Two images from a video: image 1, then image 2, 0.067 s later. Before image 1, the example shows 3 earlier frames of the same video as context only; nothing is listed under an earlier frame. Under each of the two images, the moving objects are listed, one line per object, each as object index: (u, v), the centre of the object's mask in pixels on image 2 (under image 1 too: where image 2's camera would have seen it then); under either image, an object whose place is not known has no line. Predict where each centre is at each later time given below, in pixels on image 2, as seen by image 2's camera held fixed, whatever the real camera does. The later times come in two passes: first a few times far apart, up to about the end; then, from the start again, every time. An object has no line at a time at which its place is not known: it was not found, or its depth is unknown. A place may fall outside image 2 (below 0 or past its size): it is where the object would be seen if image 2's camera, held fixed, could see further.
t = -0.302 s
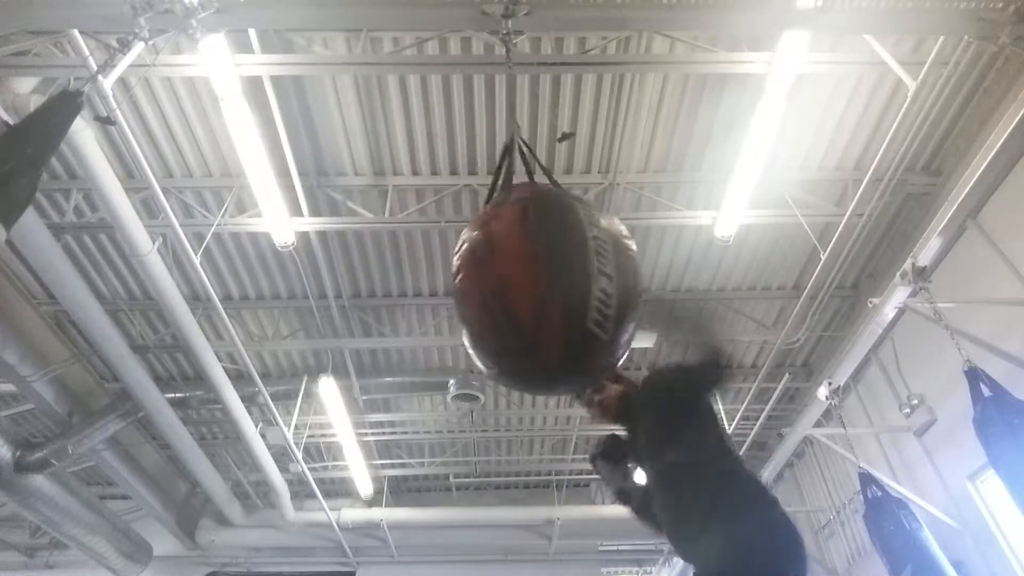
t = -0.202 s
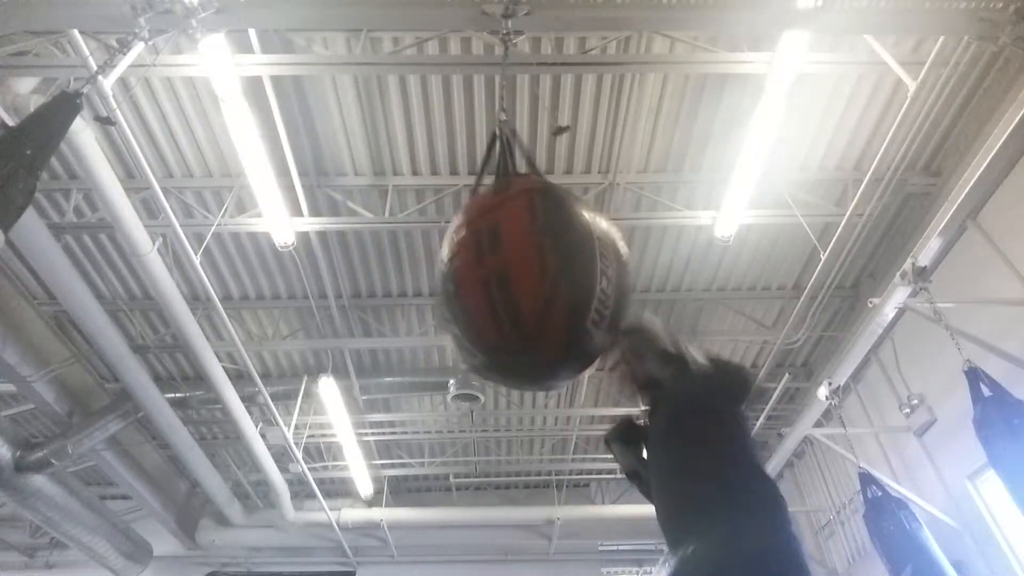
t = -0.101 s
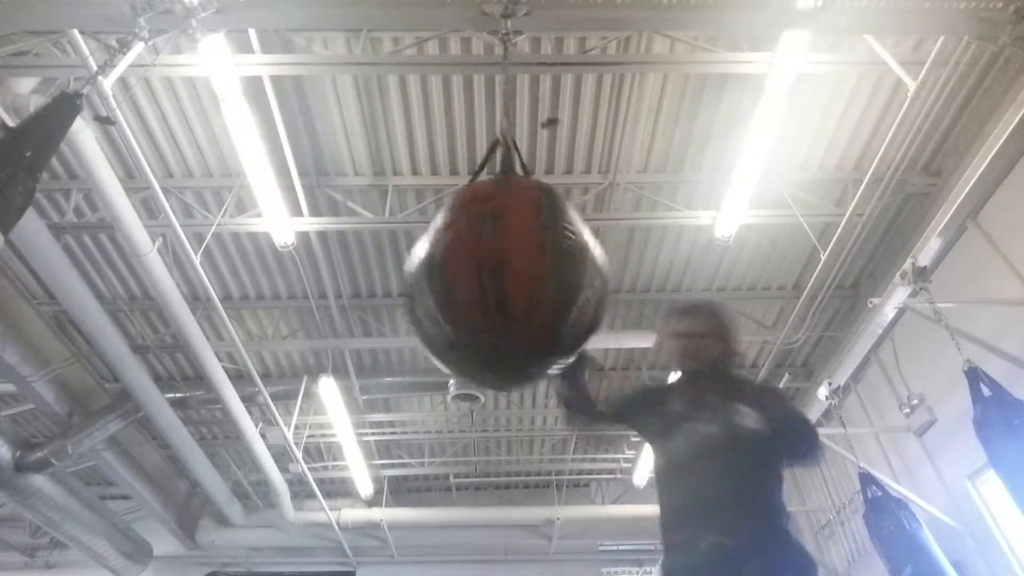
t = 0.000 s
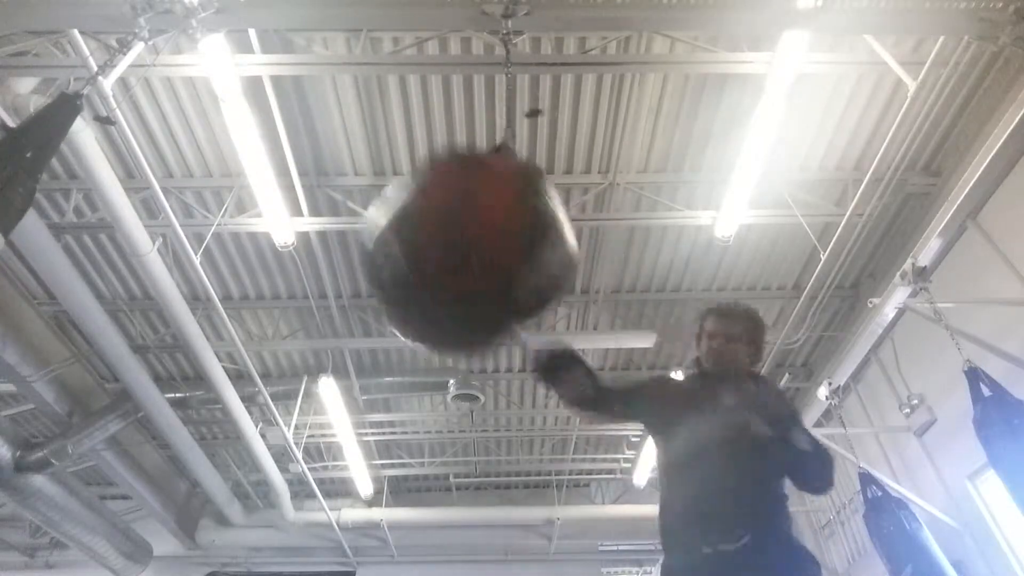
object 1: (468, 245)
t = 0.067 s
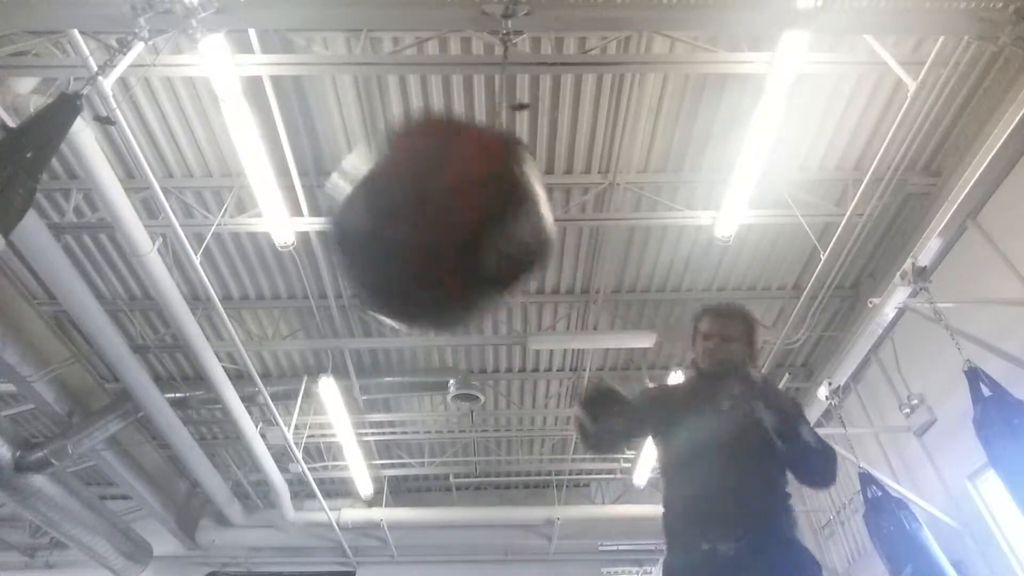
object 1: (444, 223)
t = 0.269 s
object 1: (364, 108)
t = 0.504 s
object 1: (337, 66)
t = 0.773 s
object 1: (377, 77)
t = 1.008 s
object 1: (478, 160)
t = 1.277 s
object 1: (577, 277)
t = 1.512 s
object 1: (603, 300)
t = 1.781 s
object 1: (593, 311)
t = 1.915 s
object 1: (584, 314)
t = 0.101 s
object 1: (427, 205)
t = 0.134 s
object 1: (412, 190)
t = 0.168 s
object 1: (399, 167)
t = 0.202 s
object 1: (388, 149)
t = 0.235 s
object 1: (375, 125)
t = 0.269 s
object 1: (364, 108)
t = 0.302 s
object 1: (355, 101)
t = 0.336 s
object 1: (348, 92)
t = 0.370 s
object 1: (340, 82)
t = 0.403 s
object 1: (338, 78)
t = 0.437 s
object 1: (337, 71)
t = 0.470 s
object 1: (337, 68)
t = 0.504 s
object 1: (337, 66)
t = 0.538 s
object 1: (333, 62)
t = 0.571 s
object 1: (333, 61)
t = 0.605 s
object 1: (339, 62)
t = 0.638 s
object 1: (346, 63)
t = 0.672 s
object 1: (352, 63)
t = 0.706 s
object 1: (359, 66)
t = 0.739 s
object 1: (367, 71)
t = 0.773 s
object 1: (377, 77)
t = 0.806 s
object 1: (385, 80)
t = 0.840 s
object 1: (398, 87)
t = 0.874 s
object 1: (416, 98)
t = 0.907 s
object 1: (432, 109)
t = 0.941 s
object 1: (445, 118)
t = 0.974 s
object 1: (461, 140)
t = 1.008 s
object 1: (478, 160)
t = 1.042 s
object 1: (495, 182)
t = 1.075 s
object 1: (508, 198)
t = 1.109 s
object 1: (524, 215)
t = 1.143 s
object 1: (535, 229)
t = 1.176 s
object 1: (549, 245)
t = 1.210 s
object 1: (559, 258)
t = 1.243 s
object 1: (568, 268)
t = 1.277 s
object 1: (577, 277)
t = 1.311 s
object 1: (583, 284)
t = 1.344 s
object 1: (588, 289)
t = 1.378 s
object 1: (594, 293)
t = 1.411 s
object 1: (596, 294)
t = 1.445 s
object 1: (598, 294)
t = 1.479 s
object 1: (602, 298)
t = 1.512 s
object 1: (603, 300)
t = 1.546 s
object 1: (604, 303)
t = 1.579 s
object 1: (604, 306)
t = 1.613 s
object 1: (604, 309)
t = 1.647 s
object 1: (603, 308)
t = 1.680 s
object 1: (601, 310)
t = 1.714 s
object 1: (598, 309)
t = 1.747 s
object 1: (596, 311)
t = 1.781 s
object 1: (593, 311)
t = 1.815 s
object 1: (591, 310)
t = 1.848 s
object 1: (590, 312)
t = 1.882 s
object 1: (586, 312)
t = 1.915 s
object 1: (584, 314)
